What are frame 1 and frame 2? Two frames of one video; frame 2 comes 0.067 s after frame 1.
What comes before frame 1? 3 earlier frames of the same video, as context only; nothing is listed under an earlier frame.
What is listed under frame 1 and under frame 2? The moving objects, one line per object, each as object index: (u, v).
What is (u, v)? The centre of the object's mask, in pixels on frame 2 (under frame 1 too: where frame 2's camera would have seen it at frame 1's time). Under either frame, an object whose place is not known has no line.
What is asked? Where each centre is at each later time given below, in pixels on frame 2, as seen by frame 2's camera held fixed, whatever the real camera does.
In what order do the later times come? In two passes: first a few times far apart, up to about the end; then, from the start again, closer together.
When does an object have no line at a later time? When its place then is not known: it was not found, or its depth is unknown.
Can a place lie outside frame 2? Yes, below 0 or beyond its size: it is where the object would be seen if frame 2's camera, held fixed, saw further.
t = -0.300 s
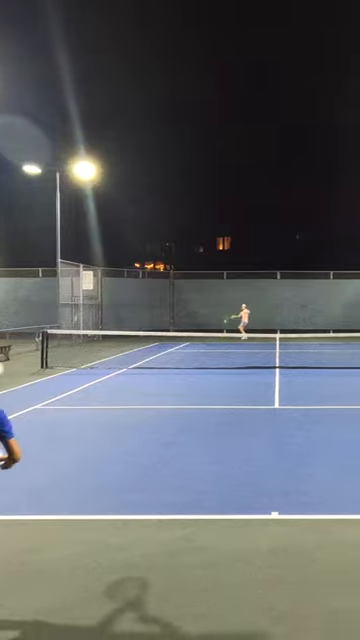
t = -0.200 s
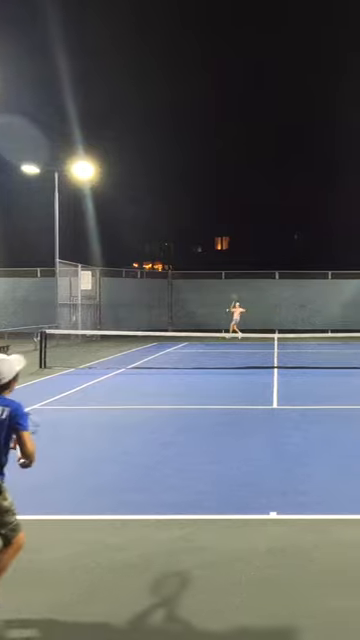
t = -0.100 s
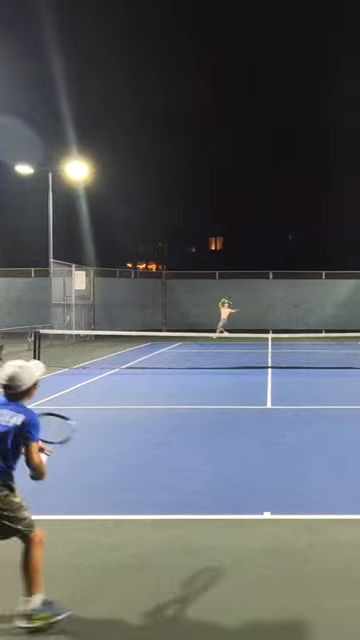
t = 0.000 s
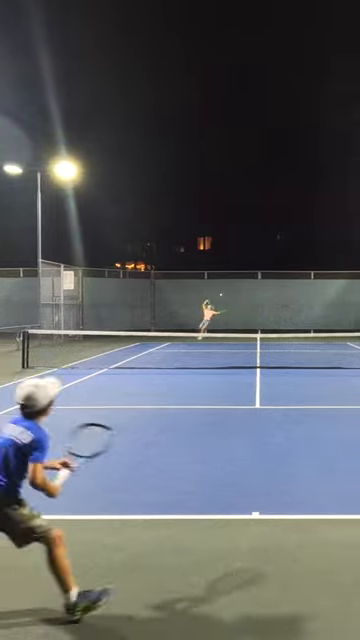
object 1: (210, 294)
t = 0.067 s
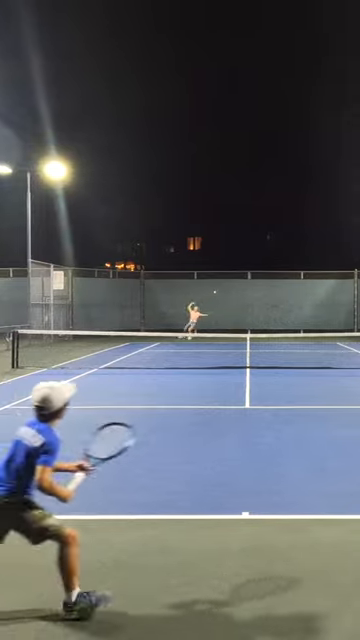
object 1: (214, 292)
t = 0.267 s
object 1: (232, 293)
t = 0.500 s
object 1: (262, 322)
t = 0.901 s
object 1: (347, 358)
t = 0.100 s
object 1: (217, 291)
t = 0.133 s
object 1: (219, 290)
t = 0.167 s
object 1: (222, 290)
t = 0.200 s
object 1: (225, 291)
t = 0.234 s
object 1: (228, 292)
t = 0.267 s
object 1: (232, 293)
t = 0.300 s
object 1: (235, 295)
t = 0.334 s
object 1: (239, 297)
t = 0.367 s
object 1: (244, 301)
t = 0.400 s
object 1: (248, 304)
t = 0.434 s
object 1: (252, 309)
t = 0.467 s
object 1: (256, 315)
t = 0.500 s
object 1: (262, 322)
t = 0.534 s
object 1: (267, 329)
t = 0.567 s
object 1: (274, 338)
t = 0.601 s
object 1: (280, 347)
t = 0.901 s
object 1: (347, 358)
